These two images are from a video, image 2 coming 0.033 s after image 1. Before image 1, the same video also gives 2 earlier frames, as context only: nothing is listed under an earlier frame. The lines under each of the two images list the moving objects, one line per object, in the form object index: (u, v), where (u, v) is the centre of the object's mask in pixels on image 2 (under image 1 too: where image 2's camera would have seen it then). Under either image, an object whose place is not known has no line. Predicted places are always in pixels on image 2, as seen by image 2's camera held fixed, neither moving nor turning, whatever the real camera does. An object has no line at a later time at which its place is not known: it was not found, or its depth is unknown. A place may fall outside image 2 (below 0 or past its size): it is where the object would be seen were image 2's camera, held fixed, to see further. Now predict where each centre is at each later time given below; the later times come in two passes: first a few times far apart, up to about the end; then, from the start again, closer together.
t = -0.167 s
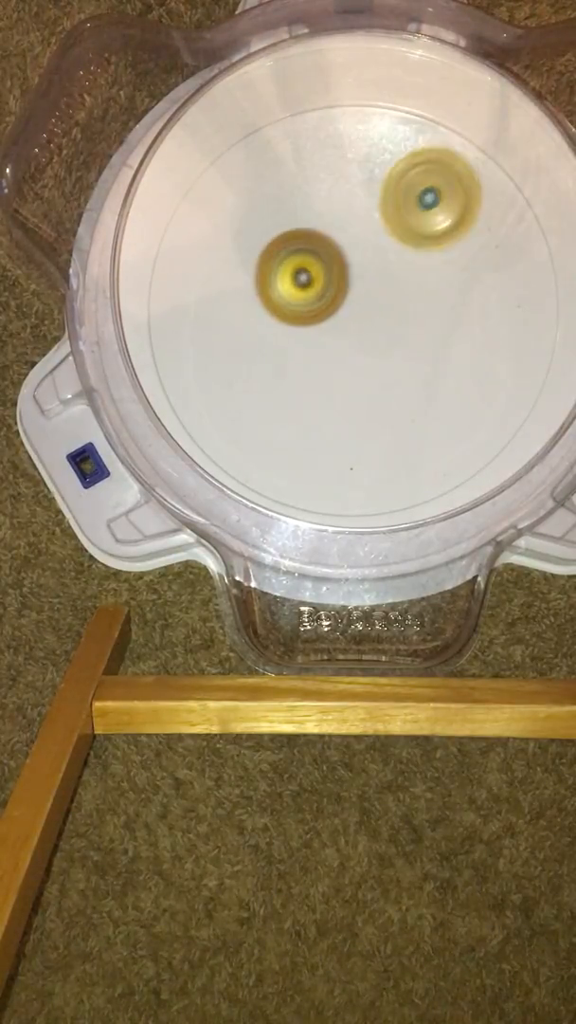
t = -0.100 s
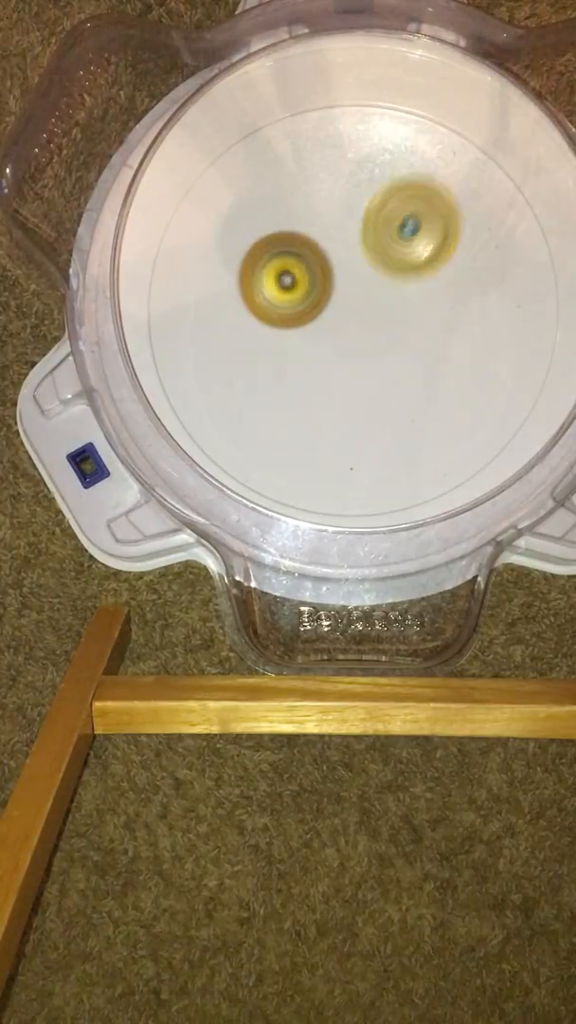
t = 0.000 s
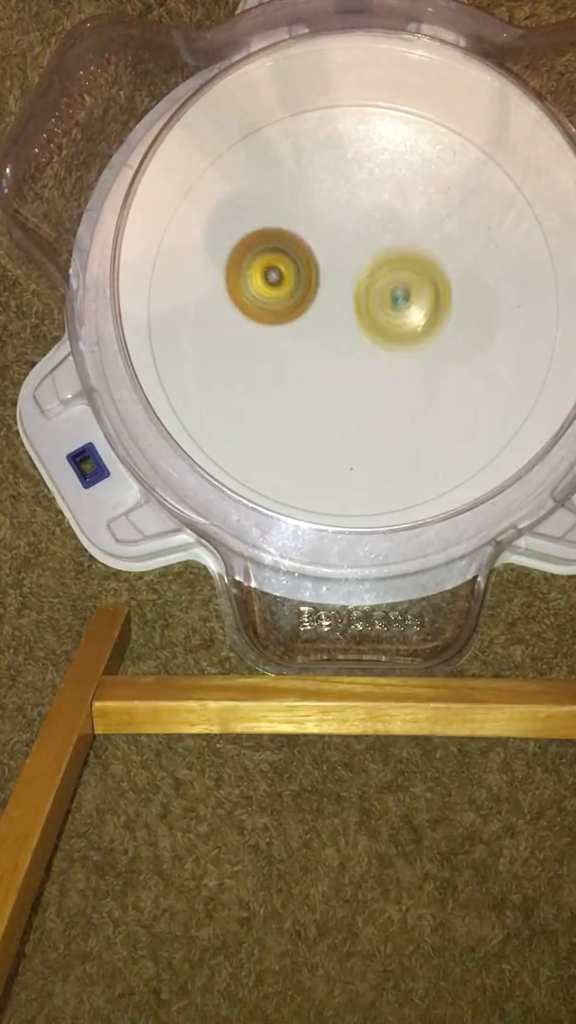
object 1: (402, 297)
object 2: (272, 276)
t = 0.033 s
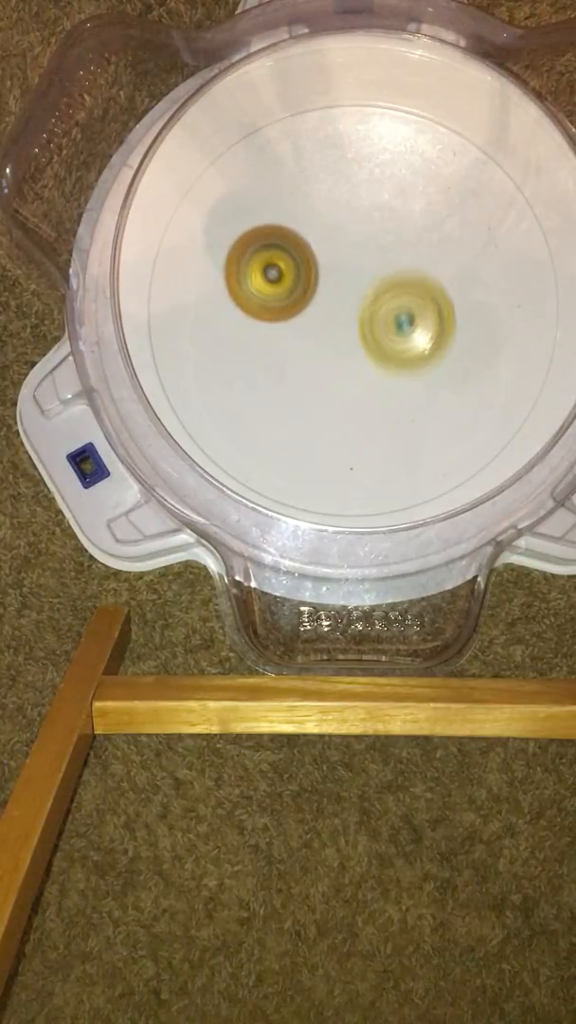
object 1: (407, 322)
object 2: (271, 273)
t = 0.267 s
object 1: (505, 411)
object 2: (301, 266)
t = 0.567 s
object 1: (466, 255)
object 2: (332, 358)
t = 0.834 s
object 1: (328, 315)
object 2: (284, 428)
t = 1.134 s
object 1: (433, 352)
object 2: (247, 394)
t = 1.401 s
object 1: (371, 262)
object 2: (294, 333)
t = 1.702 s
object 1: (373, 230)
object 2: (317, 384)
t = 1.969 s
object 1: (347, 221)
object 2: (335, 355)
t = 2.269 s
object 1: (362, 229)
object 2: (332, 357)
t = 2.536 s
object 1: (389, 247)
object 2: (345, 339)
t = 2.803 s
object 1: (419, 262)
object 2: (366, 341)
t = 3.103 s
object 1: (435, 292)
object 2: (320, 306)
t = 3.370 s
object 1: (438, 319)
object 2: (336, 287)
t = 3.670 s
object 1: (414, 357)
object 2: (341, 290)
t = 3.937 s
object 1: (404, 391)
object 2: (340, 284)
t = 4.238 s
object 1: (359, 396)
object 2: (352, 283)
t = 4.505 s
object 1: (348, 402)
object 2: (362, 285)
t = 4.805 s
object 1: (302, 362)
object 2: (370, 282)
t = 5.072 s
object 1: (270, 334)
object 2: (367, 293)
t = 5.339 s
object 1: (261, 306)
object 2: (362, 297)
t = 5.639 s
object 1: (277, 280)
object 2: (372, 307)
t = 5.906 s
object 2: (377, 322)
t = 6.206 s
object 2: (375, 328)
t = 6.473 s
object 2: (367, 324)
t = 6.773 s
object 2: (357, 340)
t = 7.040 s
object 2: (345, 340)
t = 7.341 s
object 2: (342, 335)
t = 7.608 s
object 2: (336, 337)
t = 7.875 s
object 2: (325, 335)
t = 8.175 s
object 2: (315, 336)
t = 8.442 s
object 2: (318, 323)
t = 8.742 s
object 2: (314, 310)
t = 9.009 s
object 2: (297, 306)
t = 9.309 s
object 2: (301, 306)
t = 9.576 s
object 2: (302, 319)
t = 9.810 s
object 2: (311, 326)
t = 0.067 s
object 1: (414, 344)
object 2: (272, 270)
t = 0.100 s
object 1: (424, 365)
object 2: (276, 267)
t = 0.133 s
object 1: (437, 383)
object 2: (281, 265)
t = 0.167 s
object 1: (451, 396)
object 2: (286, 264)
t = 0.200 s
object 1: (468, 407)
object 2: (292, 263)
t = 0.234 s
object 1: (486, 412)
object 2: (296, 263)
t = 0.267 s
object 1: (505, 411)
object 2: (301, 266)
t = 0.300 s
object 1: (521, 404)
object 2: (307, 273)
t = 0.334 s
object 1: (526, 388)
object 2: (313, 281)
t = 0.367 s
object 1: (526, 366)
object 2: (320, 293)
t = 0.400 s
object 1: (525, 343)
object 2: (325, 304)
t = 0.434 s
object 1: (525, 320)
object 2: (328, 315)
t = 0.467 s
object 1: (520, 298)
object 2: (331, 327)
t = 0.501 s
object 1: (510, 278)
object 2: (333, 338)
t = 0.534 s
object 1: (491, 263)
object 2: (333, 349)
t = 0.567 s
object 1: (466, 255)
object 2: (332, 358)
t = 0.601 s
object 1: (435, 254)
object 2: (331, 367)
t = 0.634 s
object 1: (405, 263)
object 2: (328, 373)
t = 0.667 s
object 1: (376, 280)
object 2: (324, 378)
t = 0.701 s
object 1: (355, 296)
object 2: (317, 386)
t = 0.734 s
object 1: (347, 292)
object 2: (302, 409)
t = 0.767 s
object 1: (340, 293)
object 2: (292, 421)
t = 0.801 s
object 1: (334, 300)
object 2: (286, 428)
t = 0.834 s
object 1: (328, 315)
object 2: (284, 428)
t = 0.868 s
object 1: (325, 335)
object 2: (283, 423)
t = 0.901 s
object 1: (332, 345)
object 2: (276, 425)
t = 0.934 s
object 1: (348, 350)
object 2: (268, 431)
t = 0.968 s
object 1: (363, 357)
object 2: (261, 431)
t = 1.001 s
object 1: (378, 365)
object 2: (256, 428)
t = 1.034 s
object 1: (393, 369)
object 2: (252, 422)
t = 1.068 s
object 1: (408, 368)
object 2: (249, 415)
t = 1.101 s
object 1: (422, 362)
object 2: (247, 405)
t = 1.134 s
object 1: (433, 352)
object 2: (247, 394)
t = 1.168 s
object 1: (441, 337)
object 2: (249, 382)
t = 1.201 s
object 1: (443, 320)
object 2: (252, 371)
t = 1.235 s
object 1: (440, 304)
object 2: (257, 361)
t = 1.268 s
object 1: (431, 288)
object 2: (263, 351)
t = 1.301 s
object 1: (415, 276)
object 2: (273, 343)
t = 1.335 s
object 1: (395, 268)
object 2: (283, 336)
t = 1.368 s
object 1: (373, 267)
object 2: (294, 331)
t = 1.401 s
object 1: (371, 262)
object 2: (294, 333)
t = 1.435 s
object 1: (370, 259)
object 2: (293, 335)
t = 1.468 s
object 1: (363, 261)
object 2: (296, 337)
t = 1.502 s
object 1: (360, 261)
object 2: (300, 340)
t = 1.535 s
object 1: (361, 261)
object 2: (303, 344)
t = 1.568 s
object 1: (360, 262)
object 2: (309, 348)
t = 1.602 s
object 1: (357, 262)
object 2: (317, 352)
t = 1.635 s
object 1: (366, 248)
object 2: (316, 367)
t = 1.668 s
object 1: (373, 237)
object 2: (316, 378)
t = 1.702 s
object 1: (373, 230)
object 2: (317, 384)
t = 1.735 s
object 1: (372, 225)
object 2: (319, 386)
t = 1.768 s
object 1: (370, 221)
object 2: (321, 385)
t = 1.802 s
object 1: (367, 217)
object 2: (324, 382)
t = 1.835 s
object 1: (363, 215)
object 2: (326, 378)
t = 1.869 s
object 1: (359, 215)
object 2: (329, 372)
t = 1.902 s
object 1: (355, 215)
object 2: (331, 366)
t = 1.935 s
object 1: (351, 218)
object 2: (333, 361)
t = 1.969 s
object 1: (347, 221)
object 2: (335, 355)
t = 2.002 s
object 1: (344, 227)
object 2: (336, 349)
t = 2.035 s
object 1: (342, 234)
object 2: (337, 344)
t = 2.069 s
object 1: (342, 241)
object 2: (337, 341)
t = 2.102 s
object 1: (349, 234)
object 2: (334, 348)
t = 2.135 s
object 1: (353, 232)
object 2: (332, 354)
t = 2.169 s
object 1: (355, 230)
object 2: (331, 357)
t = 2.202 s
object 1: (358, 229)
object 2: (331, 358)
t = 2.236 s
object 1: (360, 228)
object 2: (331, 358)
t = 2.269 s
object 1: (362, 229)
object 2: (332, 357)
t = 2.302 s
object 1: (364, 230)
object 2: (333, 355)
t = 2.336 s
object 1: (366, 231)
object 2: (335, 352)
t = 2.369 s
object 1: (370, 233)
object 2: (336, 350)
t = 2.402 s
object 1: (373, 235)
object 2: (338, 347)
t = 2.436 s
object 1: (376, 238)
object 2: (339, 344)
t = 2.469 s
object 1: (380, 241)
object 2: (341, 342)
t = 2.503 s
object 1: (384, 244)
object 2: (343, 340)
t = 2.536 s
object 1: (389, 247)
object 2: (345, 339)
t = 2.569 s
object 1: (393, 249)
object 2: (347, 339)
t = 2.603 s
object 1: (397, 251)
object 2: (350, 338)
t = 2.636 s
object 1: (401, 253)
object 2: (353, 338)
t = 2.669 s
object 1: (404, 255)
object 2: (355, 339)
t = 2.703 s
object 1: (408, 256)
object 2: (358, 340)
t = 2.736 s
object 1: (412, 257)
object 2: (360, 342)
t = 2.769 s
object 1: (415, 260)
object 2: (362, 342)
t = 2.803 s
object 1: (419, 262)
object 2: (366, 341)
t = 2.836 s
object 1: (424, 263)
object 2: (365, 342)
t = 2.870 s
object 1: (429, 265)
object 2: (362, 345)
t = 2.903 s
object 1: (431, 267)
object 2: (358, 344)
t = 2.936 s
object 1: (433, 270)
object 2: (350, 342)
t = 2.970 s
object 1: (434, 273)
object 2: (341, 338)
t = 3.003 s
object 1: (435, 277)
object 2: (333, 331)
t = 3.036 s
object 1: (435, 281)
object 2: (326, 323)
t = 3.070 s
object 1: (435, 287)
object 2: (321, 314)
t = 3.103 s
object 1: (435, 292)
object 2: (320, 306)
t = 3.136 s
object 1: (436, 297)
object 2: (321, 300)
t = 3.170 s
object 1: (438, 302)
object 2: (322, 295)
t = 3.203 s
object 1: (439, 305)
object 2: (325, 292)
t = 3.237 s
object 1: (440, 308)
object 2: (327, 290)
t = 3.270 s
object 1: (440, 311)
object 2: (330, 288)
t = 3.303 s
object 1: (440, 314)
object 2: (332, 287)
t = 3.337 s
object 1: (440, 316)
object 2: (334, 287)
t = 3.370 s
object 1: (438, 319)
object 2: (336, 287)
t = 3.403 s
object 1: (435, 322)
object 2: (338, 288)
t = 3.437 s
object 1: (432, 325)
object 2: (339, 288)
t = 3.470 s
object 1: (431, 329)
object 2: (339, 287)
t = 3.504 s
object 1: (429, 334)
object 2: (338, 287)
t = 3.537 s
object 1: (426, 338)
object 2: (338, 287)
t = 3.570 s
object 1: (423, 343)
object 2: (338, 288)
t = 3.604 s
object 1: (420, 348)
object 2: (339, 288)
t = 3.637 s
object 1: (417, 353)
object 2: (340, 289)
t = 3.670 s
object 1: (414, 357)
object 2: (341, 290)
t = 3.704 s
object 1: (411, 361)
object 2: (342, 291)
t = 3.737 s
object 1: (408, 365)
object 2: (343, 292)
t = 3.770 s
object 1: (407, 371)
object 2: (342, 290)
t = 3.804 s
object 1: (406, 378)
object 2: (340, 287)
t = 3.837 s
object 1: (405, 383)
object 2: (339, 285)
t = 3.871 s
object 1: (405, 387)
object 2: (339, 284)
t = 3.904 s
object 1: (404, 389)
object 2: (339, 284)
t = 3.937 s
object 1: (404, 391)
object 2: (340, 284)
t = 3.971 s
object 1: (402, 391)
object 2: (341, 284)
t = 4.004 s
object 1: (399, 390)
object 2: (342, 284)
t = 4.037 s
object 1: (395, 389)
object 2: (344, 285)
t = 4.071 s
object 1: (391, 387)
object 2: (345, 286)
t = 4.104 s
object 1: (384, 386)
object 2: (347, 287)
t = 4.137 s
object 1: (378, 385)
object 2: (348, 288)
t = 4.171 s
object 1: (371, 385)
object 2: (350, 290)
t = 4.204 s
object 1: (364, 390)
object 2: (351, 287)
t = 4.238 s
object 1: (359, 396)
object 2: (352, 283)
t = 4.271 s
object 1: (355, 402)
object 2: (353, 280)
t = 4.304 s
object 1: (353, 406)
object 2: (354, 280)
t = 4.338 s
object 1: (352, 409)
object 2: (355, 280)
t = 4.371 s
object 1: (351, 411)
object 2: (357, 280)
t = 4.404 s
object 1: (351, 411)
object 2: (358, 281)
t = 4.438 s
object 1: (351, 410)
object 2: (359, 282)
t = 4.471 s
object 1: (350, 407)
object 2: (360, 284)
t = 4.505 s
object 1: (348, 402)
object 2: (362, 285)
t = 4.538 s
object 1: (346, 397)
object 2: (363, 286)
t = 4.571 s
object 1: (343, 390)
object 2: (364, 288)
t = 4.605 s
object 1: (339, 384)
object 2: (364, 289)
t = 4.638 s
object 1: (333, 381)
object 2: (366, 287)
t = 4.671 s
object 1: (327, 378)
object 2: (368, 283)
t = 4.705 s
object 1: (321, 373)
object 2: (369, 281)
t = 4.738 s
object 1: (315, 370)
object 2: (369, 280)
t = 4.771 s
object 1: (308, 366)
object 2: (370, 281)
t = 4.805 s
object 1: (302, 362)
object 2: (370, 282)
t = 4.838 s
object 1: (296, 358)
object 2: (371, 283)
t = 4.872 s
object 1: (291, 354)
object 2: (371, 285)
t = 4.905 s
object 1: (286, 351)
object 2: (371, 286)
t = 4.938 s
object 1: (282, 348)
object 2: (371, 287)
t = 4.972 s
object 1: (278, 345)
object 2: (370, 289)
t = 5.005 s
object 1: (274, 341)
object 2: (370, 290)
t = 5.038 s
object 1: (272, 338)
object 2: (368, 292)
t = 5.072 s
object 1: (270, 334)
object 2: (367, 293)
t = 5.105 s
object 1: (268, 330)
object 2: (366, 295)
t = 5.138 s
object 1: (267, 326)
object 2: (364, 296)
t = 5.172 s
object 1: (265, 323)
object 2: (363, 297)
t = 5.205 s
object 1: (264, 319)
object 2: (361, 297)
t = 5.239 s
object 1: (264, 316)
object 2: (360, 298)
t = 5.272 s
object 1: (262, 313)
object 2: (361, 298)
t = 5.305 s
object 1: (261, 310)
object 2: (362, 297)
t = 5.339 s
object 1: (261, 306)
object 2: (362, 297)
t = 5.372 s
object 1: (262, 303)
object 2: (361, 297)
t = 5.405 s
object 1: (264, 300)
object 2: (361, 298)
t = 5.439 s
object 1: (263, 297)
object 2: (363, 298)
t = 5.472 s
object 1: (264, 295)
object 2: (365, 299)
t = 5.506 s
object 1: (266, 292)
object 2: (366, 301)
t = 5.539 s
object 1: (270, 290)
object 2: (367, 302)
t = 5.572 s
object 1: (272, 287)
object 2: (368, 303)
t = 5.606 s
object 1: (274, 283)
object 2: (371, 305)
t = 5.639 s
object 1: (277, 280)
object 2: (372, 307)
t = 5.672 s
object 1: (281, 277)
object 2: (372, 309)
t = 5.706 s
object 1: (281, 273)
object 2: (376, 311)
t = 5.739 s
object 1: (282, 269)
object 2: (378, 314)
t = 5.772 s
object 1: (284, 265)
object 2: (380, 317)
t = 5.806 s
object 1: (286, 262)
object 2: (380, 319)
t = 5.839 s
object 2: (379, 320)
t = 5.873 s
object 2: (378, 321)
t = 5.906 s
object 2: (377, 322)
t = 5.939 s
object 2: (376, 323)
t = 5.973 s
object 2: (375, 323)
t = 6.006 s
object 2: (373, 324)
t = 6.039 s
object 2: (373, 325)
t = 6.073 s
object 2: (375, 327)
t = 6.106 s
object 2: (376, 328)
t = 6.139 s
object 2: (376, 328)
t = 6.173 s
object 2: (376, 328)
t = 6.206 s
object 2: (375, 328)
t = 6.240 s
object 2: (374, 327)
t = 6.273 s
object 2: (373, 327)
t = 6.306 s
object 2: (372, 325)
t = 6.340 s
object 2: (370, 324)
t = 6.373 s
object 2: (369, 323)
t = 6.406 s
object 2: (368, 321)
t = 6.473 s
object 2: (367, 324)
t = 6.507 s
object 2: (368, 330)
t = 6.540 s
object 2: (368, 333)
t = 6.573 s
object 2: (367, 335)
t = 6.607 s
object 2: (366, 336)
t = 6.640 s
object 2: (364, 336)
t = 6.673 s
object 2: (362, 336)
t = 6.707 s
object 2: (360, 335)
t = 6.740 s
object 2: (358, 334)
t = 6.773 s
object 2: (357, 340)
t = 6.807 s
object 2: (356, 346)
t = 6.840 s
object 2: (355, 350)
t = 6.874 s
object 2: (354, 350)
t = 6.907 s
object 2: (353, 349)
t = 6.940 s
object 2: (351, 347)
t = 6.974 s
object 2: (349, 345)
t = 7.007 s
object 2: (347, 342)
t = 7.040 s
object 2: (345, 340)
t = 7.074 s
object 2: (344, 339)
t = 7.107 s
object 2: (342, 339)
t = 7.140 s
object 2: (341, 339)
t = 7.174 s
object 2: (342, 338)
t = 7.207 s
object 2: (341, 338)
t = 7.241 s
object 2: (341, 339)
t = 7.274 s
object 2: (341, 338)
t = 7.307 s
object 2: (341, 337)
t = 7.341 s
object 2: (342, 335)
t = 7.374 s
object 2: (343, 333)
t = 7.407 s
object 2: (342, 332)
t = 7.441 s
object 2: (342, 333)
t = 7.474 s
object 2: (341, 334)
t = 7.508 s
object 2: (341, 335)
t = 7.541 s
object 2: (341, 334)
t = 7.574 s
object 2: (340, 334)
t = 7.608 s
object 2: (336, 337)
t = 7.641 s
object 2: (333, 339)
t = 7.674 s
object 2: (331, 339)
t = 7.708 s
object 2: (330, 339)
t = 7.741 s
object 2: (330, 337)
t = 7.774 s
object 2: (329, 336)
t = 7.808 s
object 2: (329, 334)
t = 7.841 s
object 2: (328, 333)
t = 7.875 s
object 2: (325, 335)
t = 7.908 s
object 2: (322, 337)
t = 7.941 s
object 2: (320, 339)
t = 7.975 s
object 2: (318, 339)
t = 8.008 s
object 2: (317, 339)
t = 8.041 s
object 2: (317, 338)
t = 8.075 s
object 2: (316, 338)
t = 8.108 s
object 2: (316, 337)
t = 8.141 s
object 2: (315, 337)
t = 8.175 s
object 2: (315, 336)
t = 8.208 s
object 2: (314, 335)
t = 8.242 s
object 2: (313, 334)
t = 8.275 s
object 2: (314, 333)
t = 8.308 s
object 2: (314, 331)
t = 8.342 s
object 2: (316, 329)
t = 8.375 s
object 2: (316, 327)
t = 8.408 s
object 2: (317, 325)
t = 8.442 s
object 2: (318, 323)
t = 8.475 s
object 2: (318, 322)
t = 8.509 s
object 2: (318, 320)
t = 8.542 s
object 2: (318, 319)
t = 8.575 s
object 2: (318, 317)
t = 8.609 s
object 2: (319, 316)
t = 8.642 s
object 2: (316, 315)
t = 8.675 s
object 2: (314, 314)
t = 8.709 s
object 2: (314, 312)
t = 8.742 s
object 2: (314, 310)
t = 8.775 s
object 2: (315, 309)
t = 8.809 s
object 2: (316, 307)
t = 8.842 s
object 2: (313, 306)
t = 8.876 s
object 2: (312, 305)
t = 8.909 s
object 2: (306, 306)
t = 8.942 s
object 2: (299, 306)
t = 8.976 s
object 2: (297, 306)
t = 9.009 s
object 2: (297, 306)
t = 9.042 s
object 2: (299, 305)
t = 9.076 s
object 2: (301, 304)
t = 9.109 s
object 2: (304, 304)
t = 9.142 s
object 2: (307, 303)
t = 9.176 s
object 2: (310, 302)
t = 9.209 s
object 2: (312, 301)
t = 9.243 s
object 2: (314, 300)
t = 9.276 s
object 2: (306, 303)
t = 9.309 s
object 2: (301, 306)
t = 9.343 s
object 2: (299, 309)
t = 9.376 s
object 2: (299, 311)
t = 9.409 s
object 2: (298, 312)
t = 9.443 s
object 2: (298, 314)
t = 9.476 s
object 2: (298, 315)
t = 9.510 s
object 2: (299, 317)
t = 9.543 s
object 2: (300, 318)
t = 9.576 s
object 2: (302, 319)
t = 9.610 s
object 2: (304, 320)
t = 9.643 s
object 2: (306, 322)
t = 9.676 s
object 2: (309, 323)
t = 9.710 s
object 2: (311, 323)
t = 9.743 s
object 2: (310, 325)
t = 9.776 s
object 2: (311, 326)
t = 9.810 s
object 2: (311, 326)
